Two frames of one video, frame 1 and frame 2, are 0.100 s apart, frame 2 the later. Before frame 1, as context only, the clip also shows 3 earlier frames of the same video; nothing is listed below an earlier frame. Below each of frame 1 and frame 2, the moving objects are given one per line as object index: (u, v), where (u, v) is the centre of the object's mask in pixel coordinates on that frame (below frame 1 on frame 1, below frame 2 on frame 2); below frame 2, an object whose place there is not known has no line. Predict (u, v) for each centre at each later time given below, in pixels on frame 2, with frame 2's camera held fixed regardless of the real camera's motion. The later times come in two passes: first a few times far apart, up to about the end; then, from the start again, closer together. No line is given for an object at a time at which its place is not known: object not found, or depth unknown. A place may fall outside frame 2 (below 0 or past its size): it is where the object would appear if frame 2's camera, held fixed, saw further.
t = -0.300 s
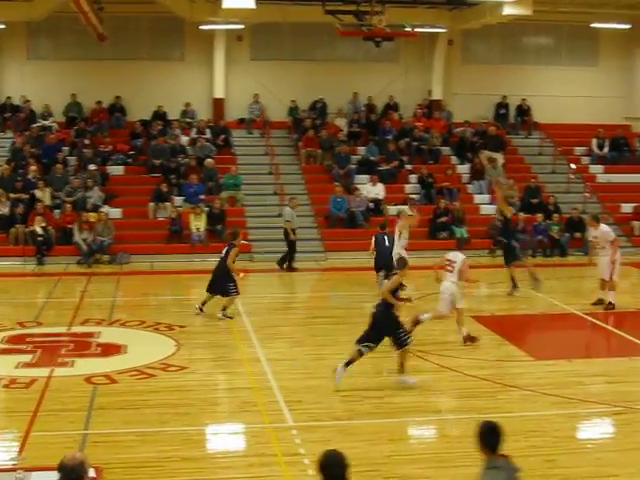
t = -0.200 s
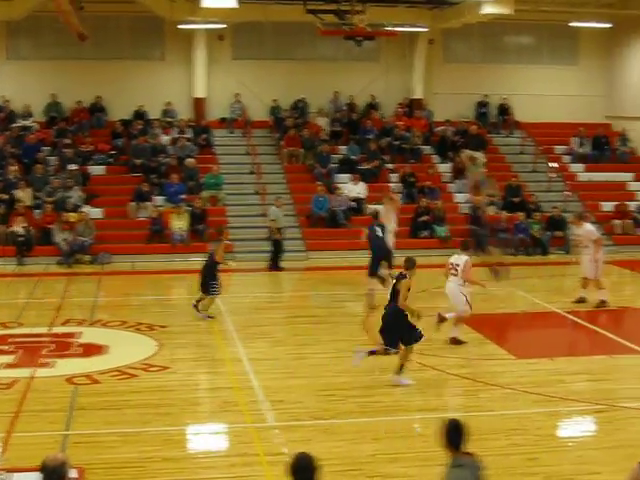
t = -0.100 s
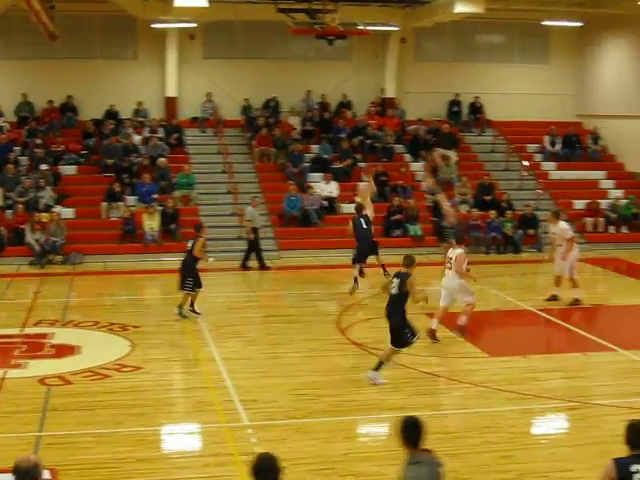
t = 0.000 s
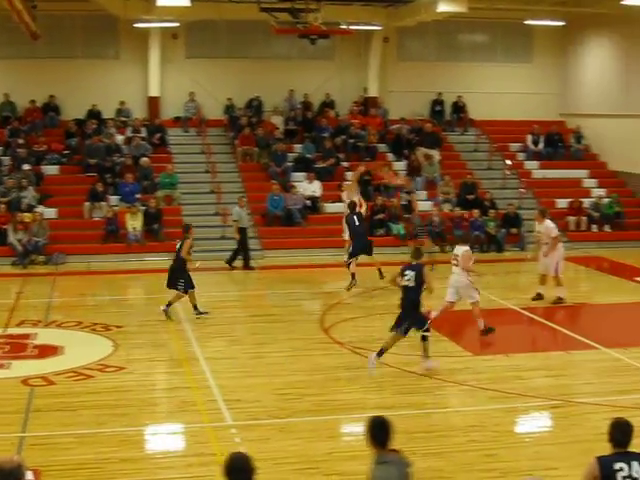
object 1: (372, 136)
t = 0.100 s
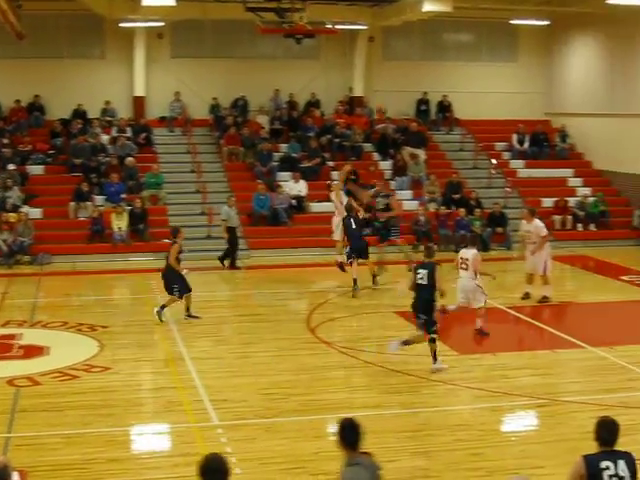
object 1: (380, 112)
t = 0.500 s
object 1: (483, 47)
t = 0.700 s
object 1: (536, 45)
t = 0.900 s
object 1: (593, 64)
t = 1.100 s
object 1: (648, 107)
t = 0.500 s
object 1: (483, 47)
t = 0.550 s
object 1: (496, 45)
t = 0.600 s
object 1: (509, 43)
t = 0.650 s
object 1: (523, 44)
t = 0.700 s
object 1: (536, 45)
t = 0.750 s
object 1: (550, 47)
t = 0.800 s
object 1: (564, 52)
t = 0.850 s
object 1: (578, 57)
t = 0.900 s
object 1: (593, 64)
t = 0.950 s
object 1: (607, 73)
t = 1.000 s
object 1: (620, 82)
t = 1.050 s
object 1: (634, 93)
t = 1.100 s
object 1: (648, 107)
